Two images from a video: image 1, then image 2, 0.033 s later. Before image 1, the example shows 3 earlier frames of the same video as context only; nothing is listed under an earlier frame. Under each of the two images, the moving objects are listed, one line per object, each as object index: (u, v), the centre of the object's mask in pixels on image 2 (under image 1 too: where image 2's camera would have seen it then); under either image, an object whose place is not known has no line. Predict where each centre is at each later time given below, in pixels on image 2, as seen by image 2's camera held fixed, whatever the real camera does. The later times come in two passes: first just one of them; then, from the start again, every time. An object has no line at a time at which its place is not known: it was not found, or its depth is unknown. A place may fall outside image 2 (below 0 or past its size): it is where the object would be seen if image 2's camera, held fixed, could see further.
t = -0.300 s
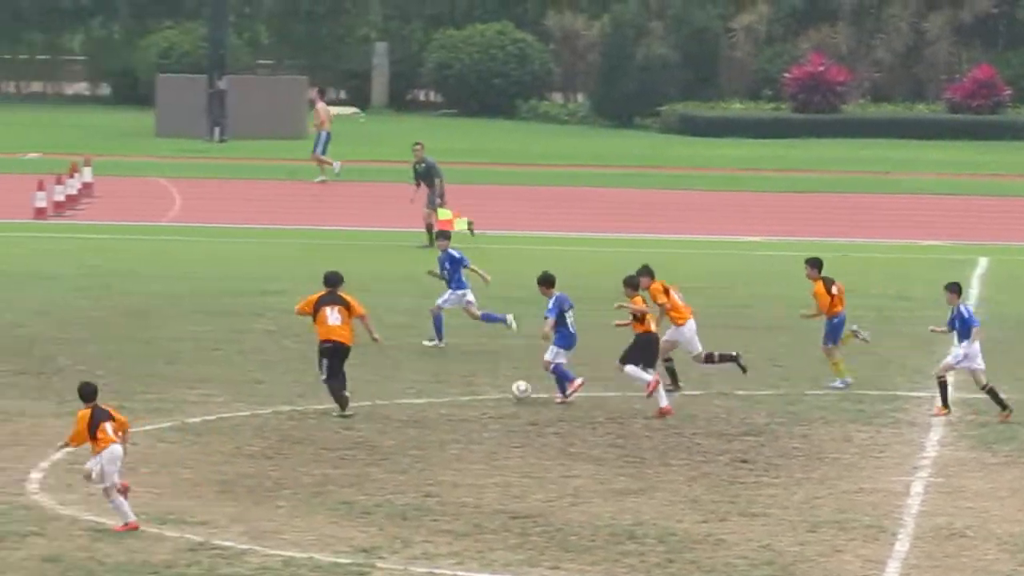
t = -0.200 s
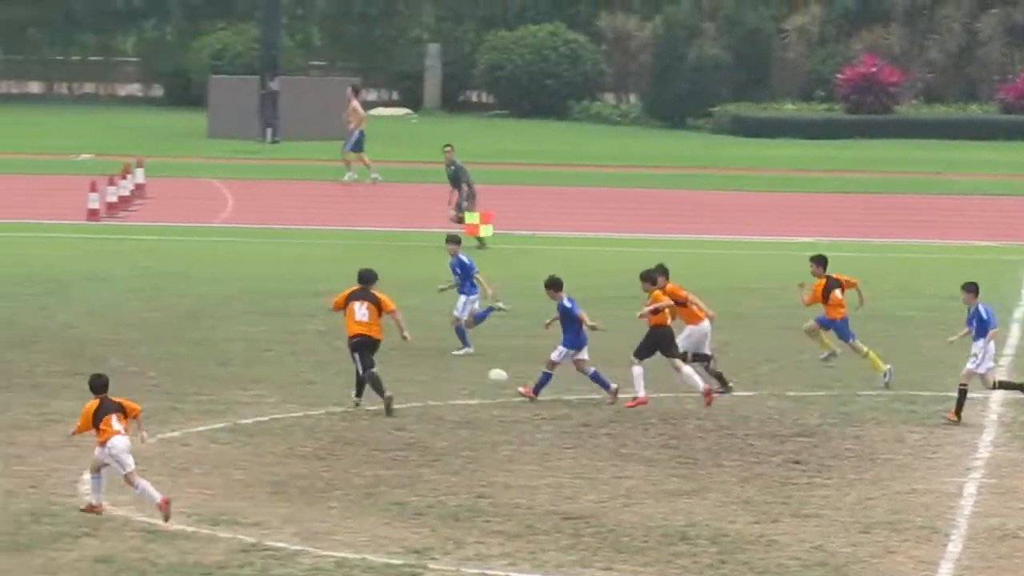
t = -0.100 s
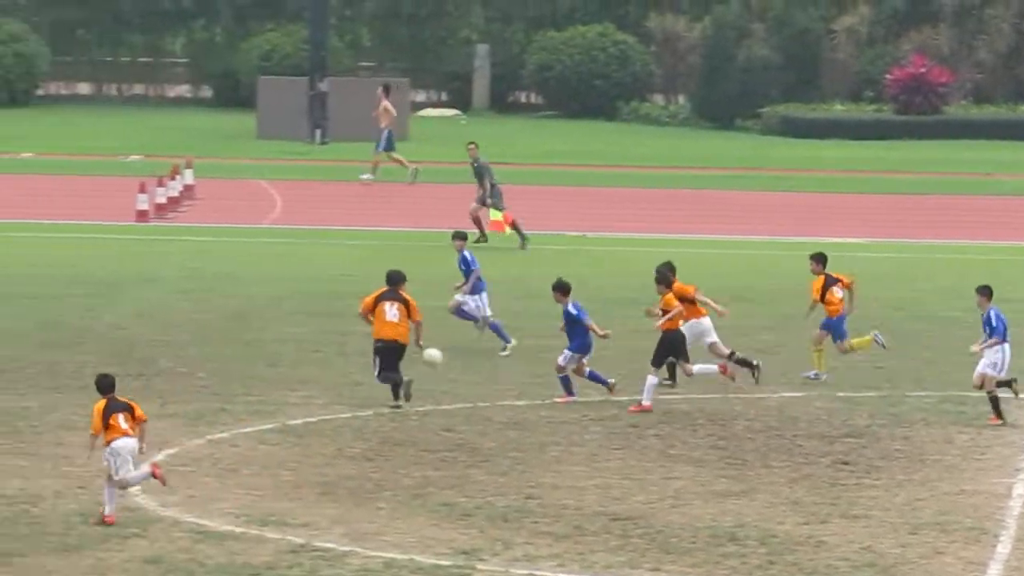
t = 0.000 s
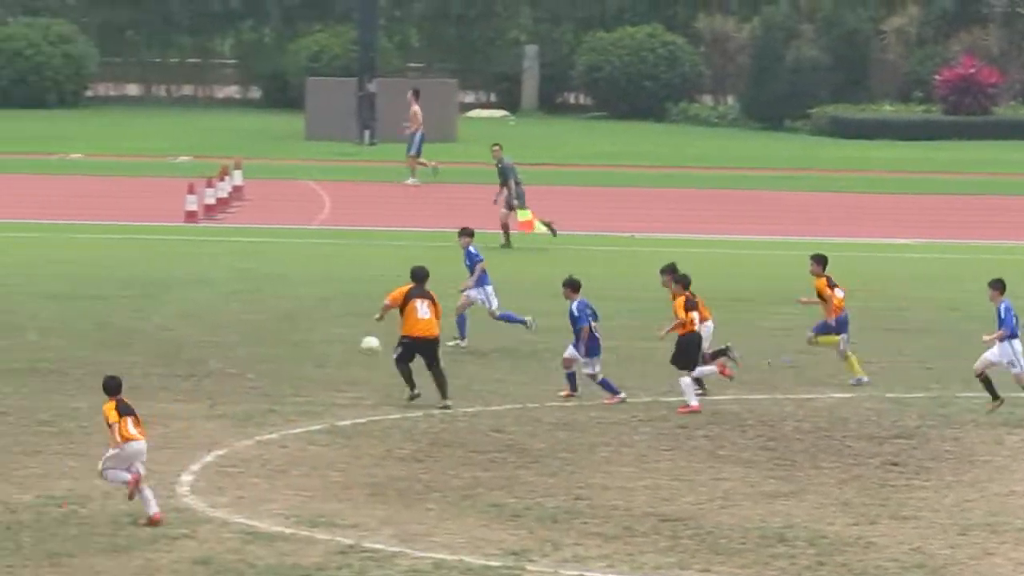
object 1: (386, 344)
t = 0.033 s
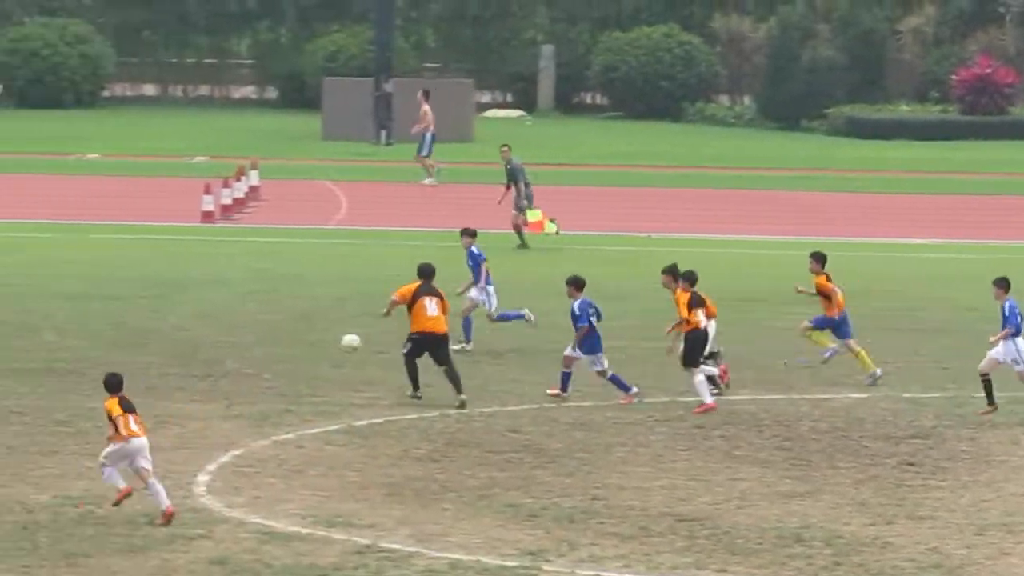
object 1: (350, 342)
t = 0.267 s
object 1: (104, 351)
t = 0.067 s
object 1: (315, 340)
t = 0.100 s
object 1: (280, 340)
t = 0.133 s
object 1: (244, 340)
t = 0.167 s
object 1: (209, 342)
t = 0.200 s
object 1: (174, 344)
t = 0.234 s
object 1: (140, 346)
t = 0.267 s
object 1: (104, 351)
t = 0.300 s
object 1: (70, 356)
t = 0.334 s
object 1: (36, 362)
